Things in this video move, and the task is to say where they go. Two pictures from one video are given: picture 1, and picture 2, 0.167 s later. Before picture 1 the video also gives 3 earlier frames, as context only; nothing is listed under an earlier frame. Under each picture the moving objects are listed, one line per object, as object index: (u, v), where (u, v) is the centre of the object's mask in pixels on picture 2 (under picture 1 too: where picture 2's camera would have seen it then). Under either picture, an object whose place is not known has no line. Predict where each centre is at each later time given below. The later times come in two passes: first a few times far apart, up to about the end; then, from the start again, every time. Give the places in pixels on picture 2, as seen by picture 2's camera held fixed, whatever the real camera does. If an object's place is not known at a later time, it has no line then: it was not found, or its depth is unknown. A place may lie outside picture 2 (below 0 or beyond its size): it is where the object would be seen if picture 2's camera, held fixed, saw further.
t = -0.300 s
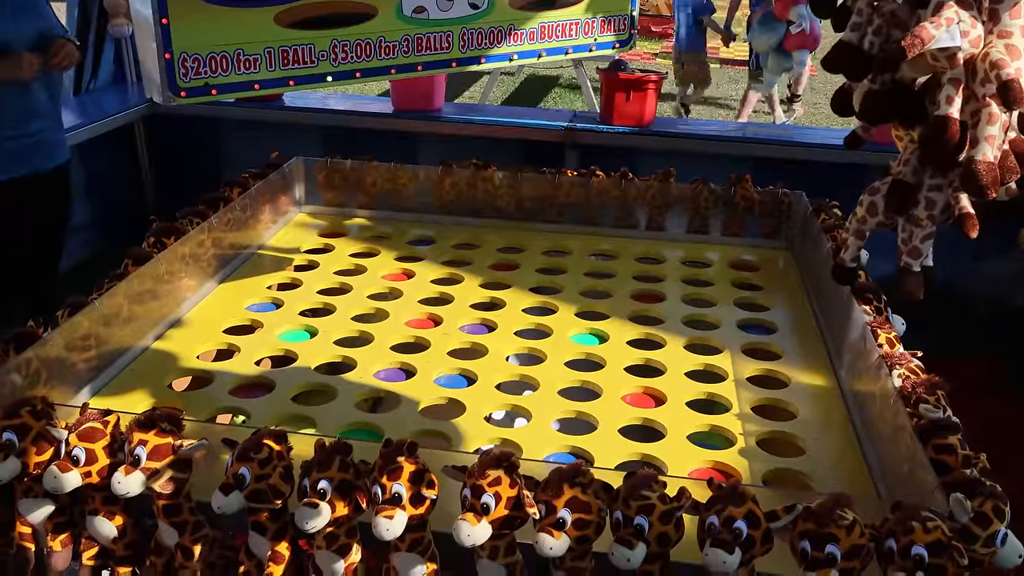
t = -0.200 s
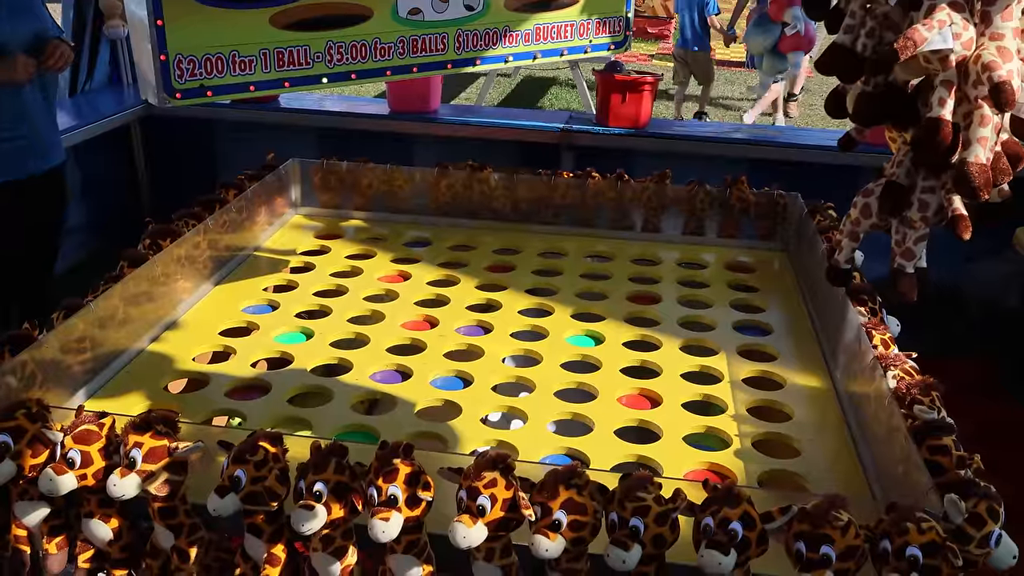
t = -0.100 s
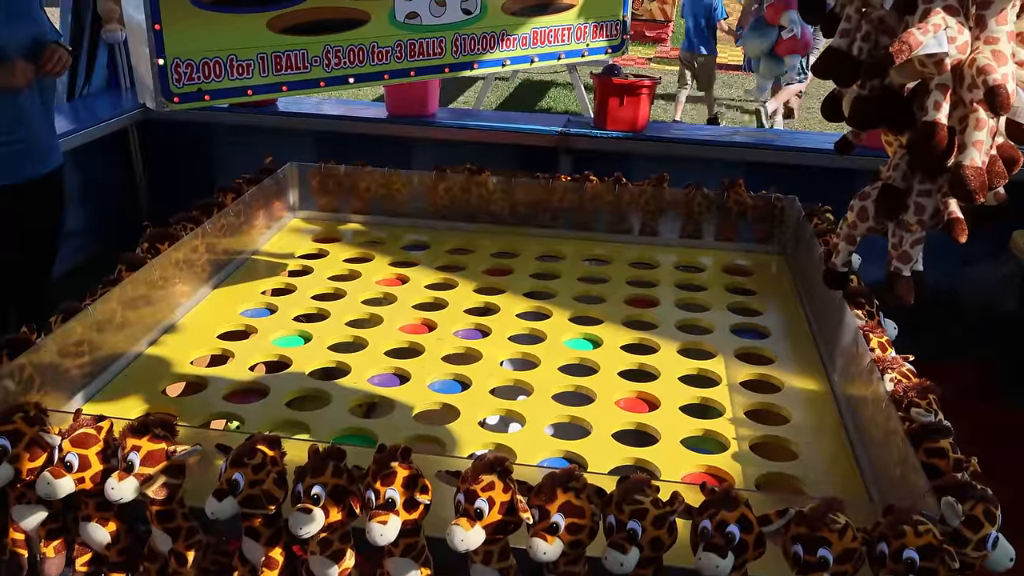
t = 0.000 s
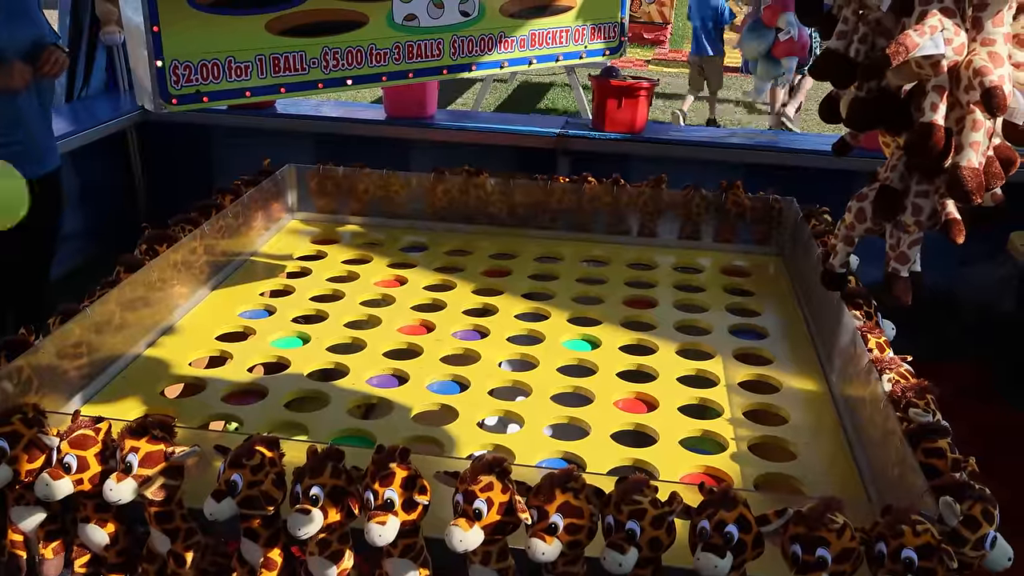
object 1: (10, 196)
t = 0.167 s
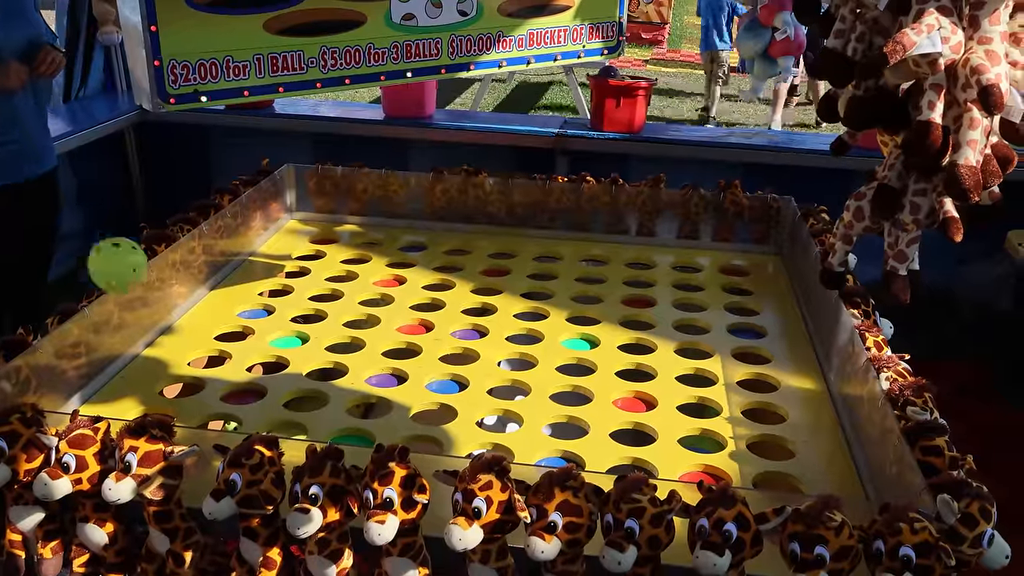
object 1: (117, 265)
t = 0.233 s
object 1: (158, 324)
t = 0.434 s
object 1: (211, 263)
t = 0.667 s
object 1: (257, 248)
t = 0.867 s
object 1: (282, 235)
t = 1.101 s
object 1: (301, 258)
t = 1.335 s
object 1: (307, 211)
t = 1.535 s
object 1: (318, 203)
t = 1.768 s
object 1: (316, 207)
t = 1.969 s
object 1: (316, 215)
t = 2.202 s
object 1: (319, 212)
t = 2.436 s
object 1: (318, 212)
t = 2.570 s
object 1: (317, 212)
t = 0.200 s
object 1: (140, 293)
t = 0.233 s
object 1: (158, 324)
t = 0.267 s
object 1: (176, 359)
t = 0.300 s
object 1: (192, 378)
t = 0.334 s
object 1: (195, 343)
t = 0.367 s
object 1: (199, 311)
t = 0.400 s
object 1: (205, 285)
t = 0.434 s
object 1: (211, 263)
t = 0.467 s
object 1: (216, 247)
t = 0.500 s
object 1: (222, 236)
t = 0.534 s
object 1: (229, 229)
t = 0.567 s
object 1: (235, 227)
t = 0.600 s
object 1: (243, 230)
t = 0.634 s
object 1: (249, 236)
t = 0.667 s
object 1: (257, 248)
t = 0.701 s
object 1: (265, 265)
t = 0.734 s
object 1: (272, 283)
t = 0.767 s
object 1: (277, 286)
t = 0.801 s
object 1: (278, 265)
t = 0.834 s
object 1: (279, 251)
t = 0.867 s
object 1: (282, 235)
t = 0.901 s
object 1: (283, 230)
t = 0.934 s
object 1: (286, 226)
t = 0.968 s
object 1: (288, 226)
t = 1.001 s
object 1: (291, 229)
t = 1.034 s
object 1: (295, 237)
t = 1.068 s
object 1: (299, 248)
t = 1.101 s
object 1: (301, 258)
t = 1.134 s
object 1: (301, 247)
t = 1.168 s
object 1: (302, 240)
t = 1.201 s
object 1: (303, 236)
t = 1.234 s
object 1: (303, 236)
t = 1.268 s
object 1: (303, 227)
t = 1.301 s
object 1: (306, 217)
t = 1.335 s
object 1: (307, 211)
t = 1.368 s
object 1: (308, 208)
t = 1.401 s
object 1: (309, 208)
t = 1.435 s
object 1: (311, 212)
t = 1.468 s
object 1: (314, 218)
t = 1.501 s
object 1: (316, 210)
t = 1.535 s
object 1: (318, 203)
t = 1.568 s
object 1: (320, 200)
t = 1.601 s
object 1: (319, 200)
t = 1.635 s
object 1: (318, 203)
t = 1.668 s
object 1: (317, 209)
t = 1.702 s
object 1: (316, 213)
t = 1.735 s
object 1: (316, 209)
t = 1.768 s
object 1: (316, 207)
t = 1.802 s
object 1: (315, 209)
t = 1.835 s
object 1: (316, 214)
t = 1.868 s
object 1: (315, 212)
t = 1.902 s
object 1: (315, 210)
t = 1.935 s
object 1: (316, 211)
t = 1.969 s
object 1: (316, 215)
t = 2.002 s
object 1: (316, 212)
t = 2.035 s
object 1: (316, 212)
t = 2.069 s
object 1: (317, 215)
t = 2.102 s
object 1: (317, 212)
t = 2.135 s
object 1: (318, 213)
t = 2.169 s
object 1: (318, 213)
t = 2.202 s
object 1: (319, 212)
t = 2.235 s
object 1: (319, 212)
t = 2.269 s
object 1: (319, 213)
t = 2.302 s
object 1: (319, 212)
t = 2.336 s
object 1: (319, 212)
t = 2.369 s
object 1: (319, 212)
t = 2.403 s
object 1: (318, 212)
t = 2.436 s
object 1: (318, 212)
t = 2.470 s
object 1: (318, 212)
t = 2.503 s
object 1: (318, 212)
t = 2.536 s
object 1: (317, 212)
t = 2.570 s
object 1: (317, 212)
